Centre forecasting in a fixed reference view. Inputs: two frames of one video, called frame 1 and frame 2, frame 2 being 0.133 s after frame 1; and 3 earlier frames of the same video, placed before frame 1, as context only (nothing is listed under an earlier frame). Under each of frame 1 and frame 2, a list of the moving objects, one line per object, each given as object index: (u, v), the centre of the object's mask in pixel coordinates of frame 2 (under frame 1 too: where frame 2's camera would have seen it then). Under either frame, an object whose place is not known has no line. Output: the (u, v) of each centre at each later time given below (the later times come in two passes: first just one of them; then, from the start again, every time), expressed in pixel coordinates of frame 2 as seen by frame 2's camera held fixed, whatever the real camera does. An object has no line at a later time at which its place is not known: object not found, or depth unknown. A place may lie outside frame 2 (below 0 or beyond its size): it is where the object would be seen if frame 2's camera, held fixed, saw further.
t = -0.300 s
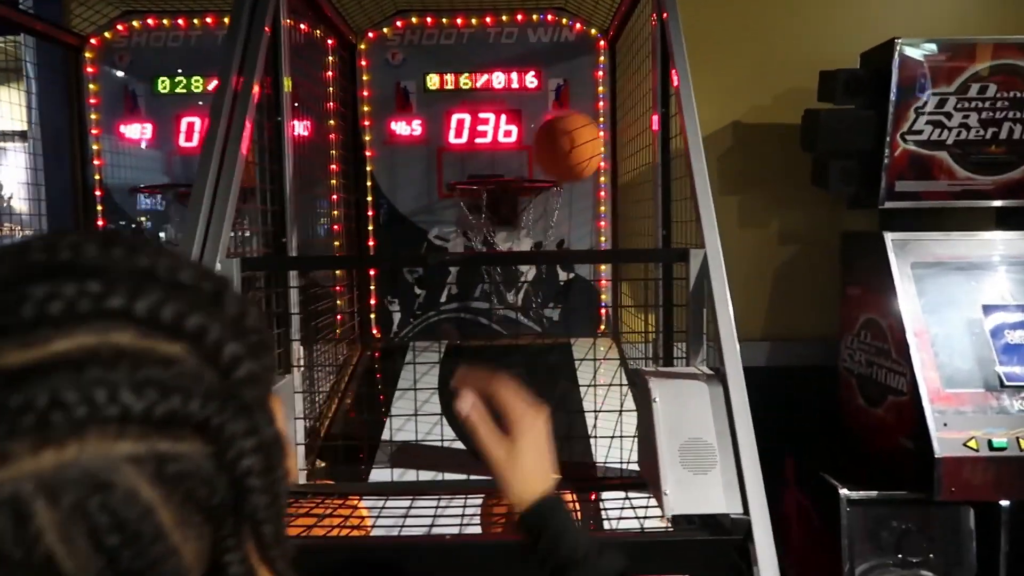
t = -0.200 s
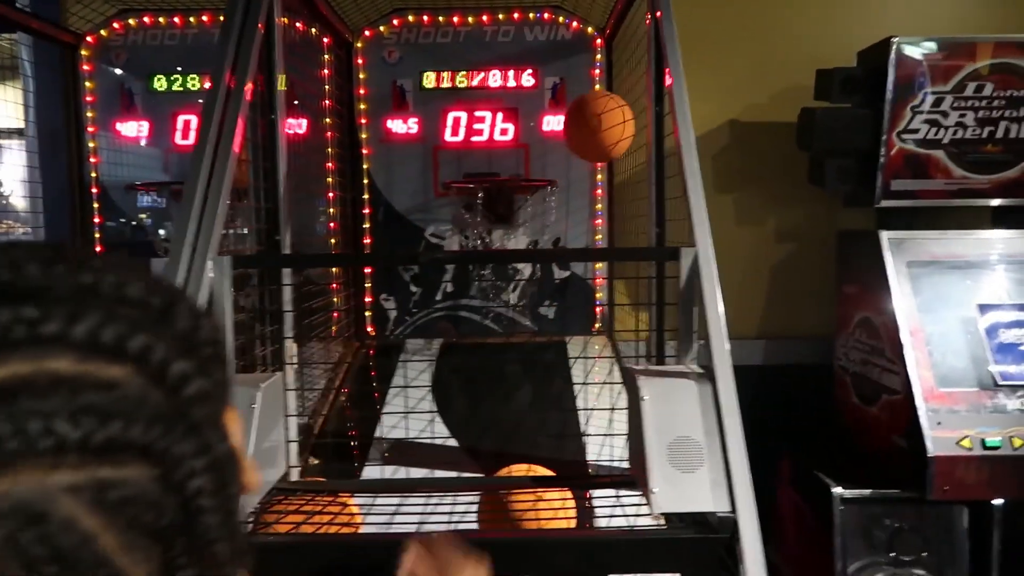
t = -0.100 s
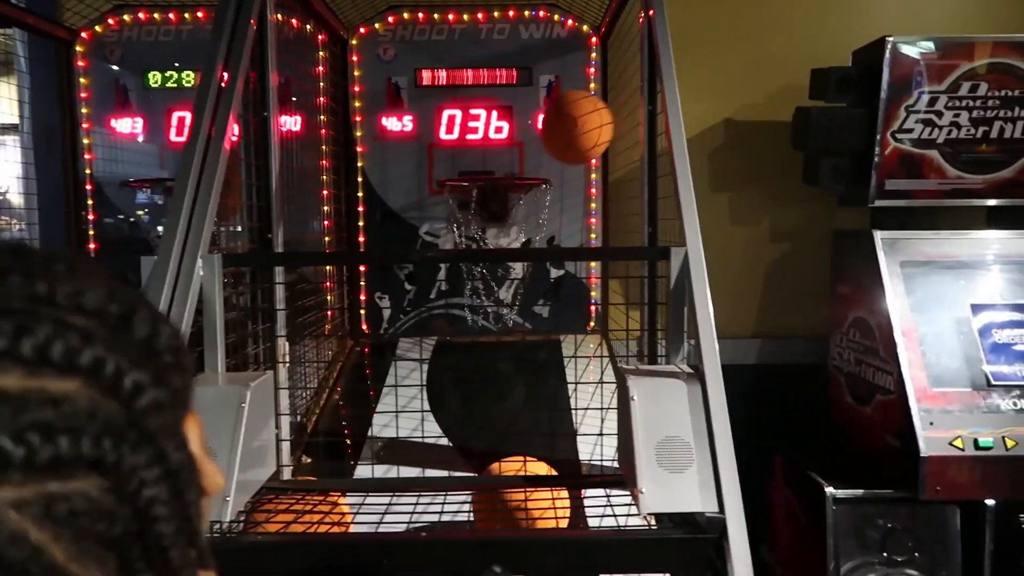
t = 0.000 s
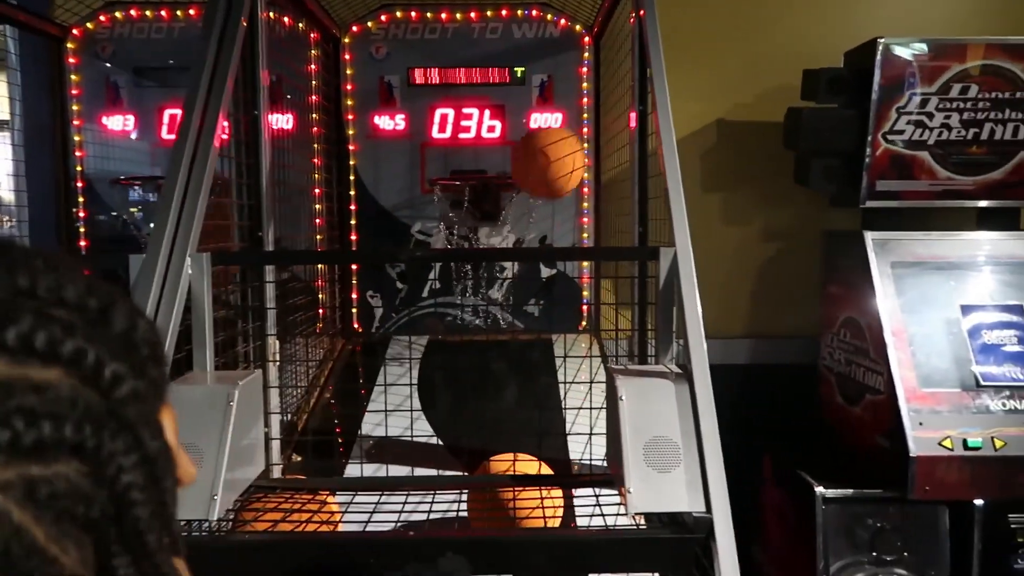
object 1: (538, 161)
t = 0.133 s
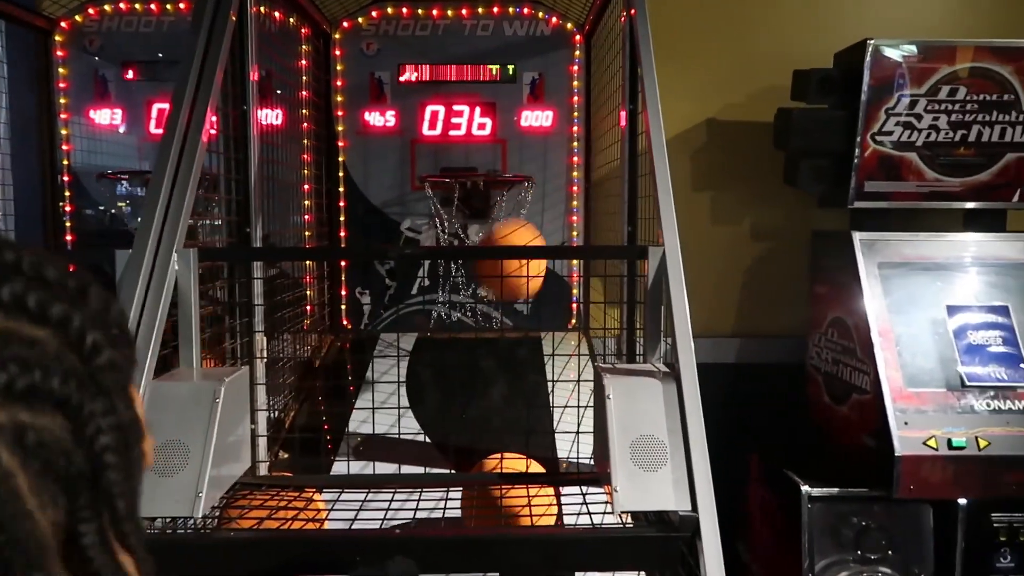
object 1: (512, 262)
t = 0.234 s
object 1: (490, 378)
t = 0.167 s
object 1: (504, 298)
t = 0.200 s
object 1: (497, 337)
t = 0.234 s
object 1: (490, 378)
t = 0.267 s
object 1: (485, 375)
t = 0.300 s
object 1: (481, 354)
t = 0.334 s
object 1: (477, 336)
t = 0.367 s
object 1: (472, 321)
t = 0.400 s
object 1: (466, 308)
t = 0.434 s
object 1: (465, 299)
